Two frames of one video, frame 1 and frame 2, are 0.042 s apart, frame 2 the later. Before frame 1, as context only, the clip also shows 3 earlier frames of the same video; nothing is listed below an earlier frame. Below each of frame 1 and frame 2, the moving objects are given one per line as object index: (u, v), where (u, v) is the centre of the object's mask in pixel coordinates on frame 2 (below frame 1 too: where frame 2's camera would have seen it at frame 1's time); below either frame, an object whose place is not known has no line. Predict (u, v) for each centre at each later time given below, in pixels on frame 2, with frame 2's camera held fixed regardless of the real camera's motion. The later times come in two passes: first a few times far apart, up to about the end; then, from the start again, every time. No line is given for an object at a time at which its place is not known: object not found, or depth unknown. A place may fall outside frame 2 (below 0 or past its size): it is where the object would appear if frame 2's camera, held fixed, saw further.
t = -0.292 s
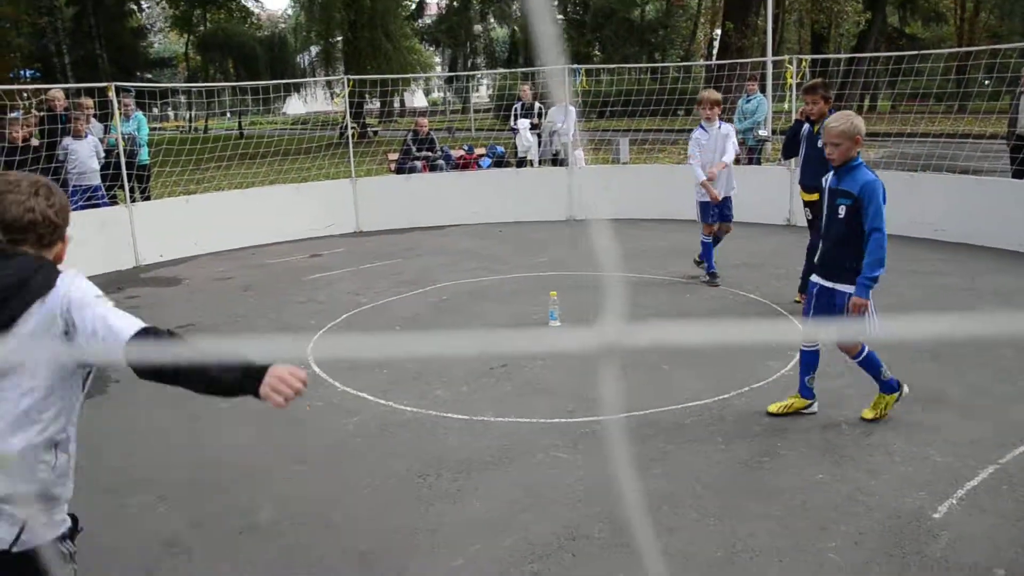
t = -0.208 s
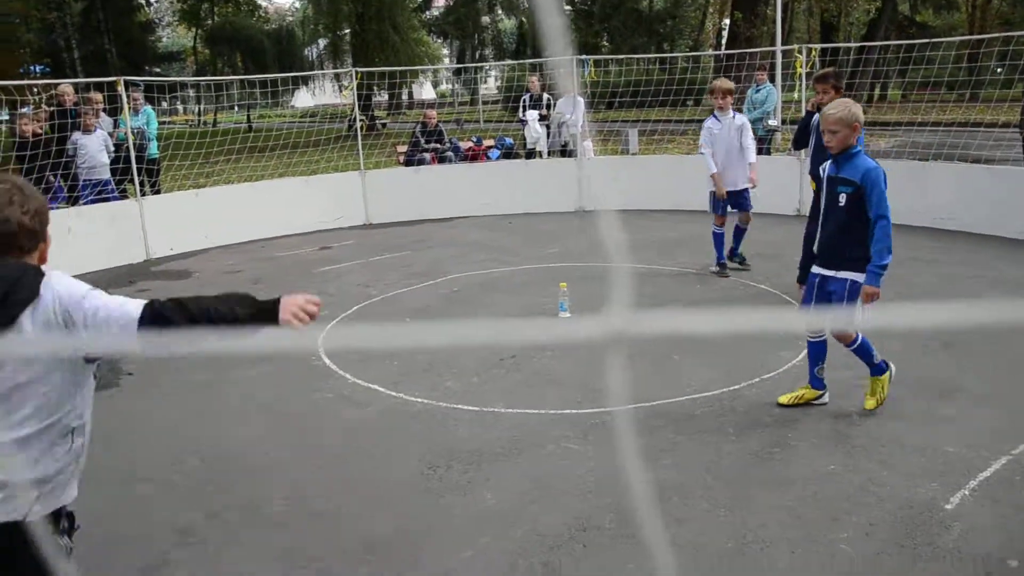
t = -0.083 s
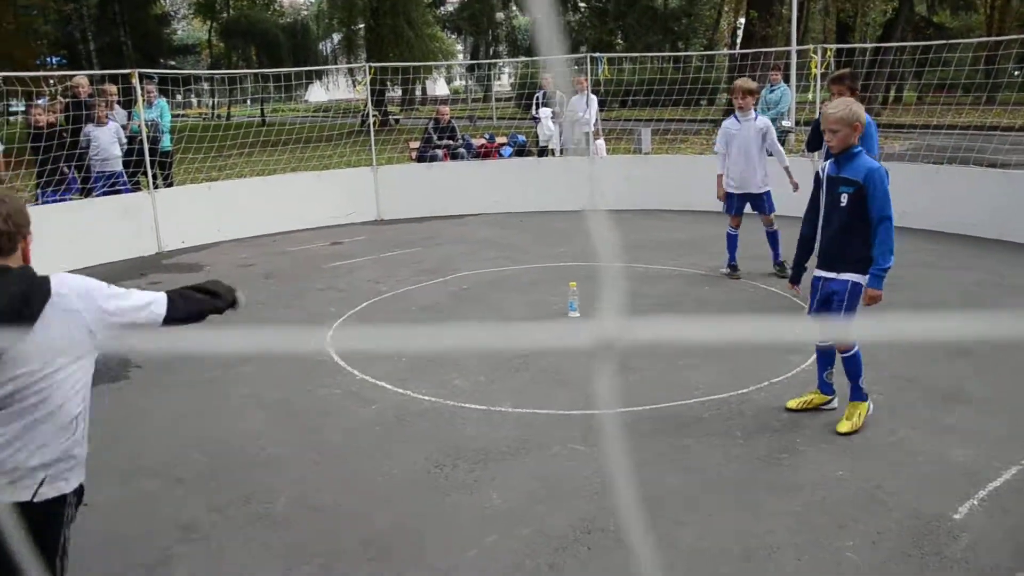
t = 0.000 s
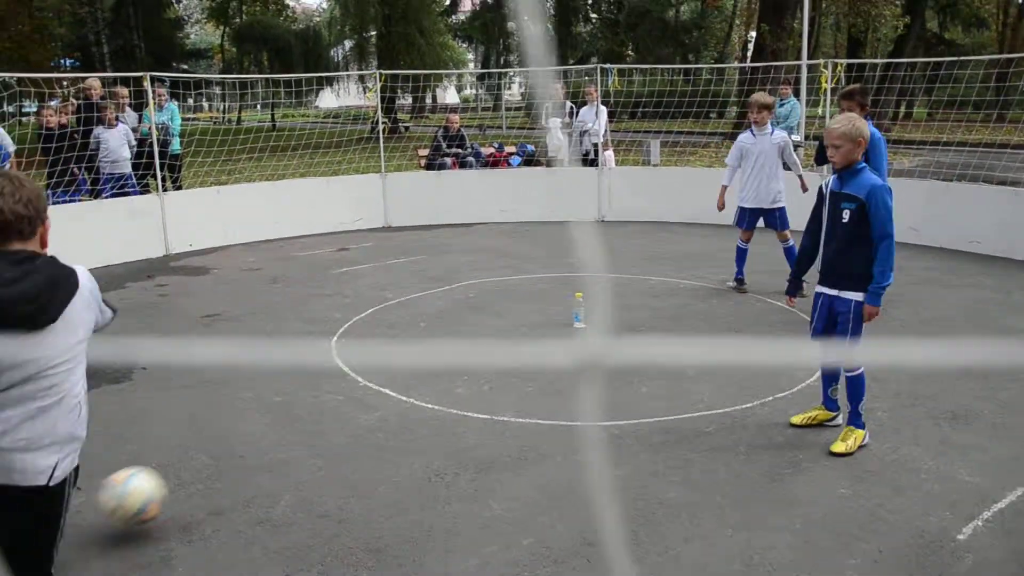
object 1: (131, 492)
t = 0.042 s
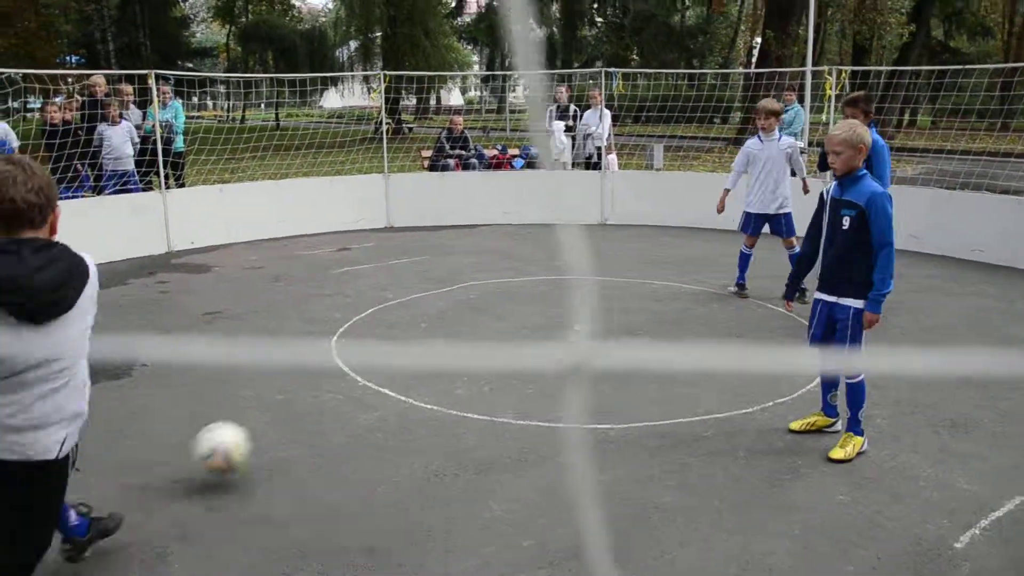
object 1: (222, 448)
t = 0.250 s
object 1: (492, 334)
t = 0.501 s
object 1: (620, 275)
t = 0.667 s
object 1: (662, 254)
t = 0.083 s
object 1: (298, 416)
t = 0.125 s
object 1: (362, 393)
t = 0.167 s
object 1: (418, 370)
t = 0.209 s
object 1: (457, 347)
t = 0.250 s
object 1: (492, 334)
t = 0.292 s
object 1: (523, 322)
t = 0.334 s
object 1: (548, 310)
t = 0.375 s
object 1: (568, 298)
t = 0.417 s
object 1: (590, 290)
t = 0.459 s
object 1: (606, 282)
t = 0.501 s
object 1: (620, 275)
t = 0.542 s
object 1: (633, 269)
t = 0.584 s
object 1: (644, 264)
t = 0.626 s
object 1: (654, 259)
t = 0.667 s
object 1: (662, 254)
